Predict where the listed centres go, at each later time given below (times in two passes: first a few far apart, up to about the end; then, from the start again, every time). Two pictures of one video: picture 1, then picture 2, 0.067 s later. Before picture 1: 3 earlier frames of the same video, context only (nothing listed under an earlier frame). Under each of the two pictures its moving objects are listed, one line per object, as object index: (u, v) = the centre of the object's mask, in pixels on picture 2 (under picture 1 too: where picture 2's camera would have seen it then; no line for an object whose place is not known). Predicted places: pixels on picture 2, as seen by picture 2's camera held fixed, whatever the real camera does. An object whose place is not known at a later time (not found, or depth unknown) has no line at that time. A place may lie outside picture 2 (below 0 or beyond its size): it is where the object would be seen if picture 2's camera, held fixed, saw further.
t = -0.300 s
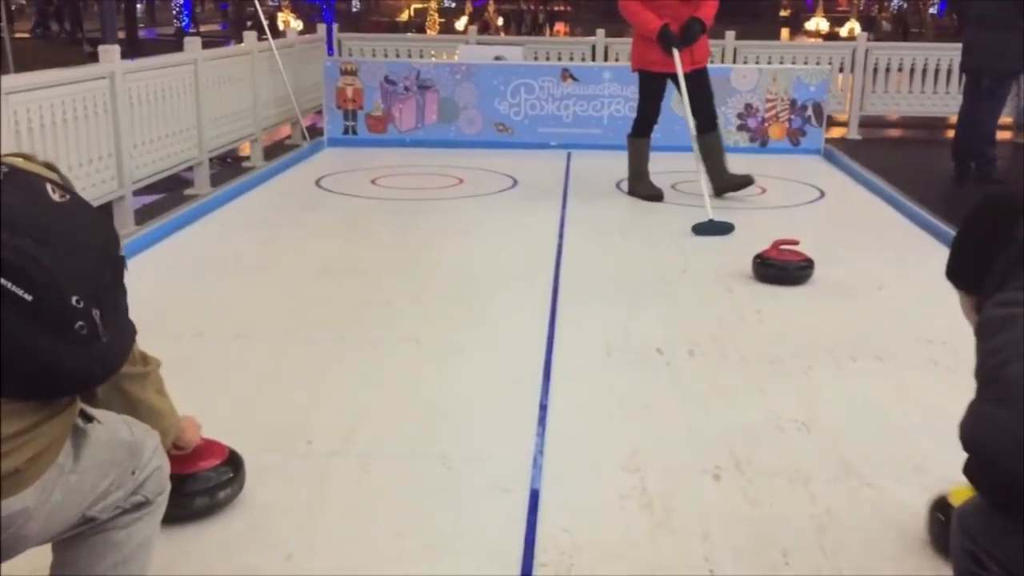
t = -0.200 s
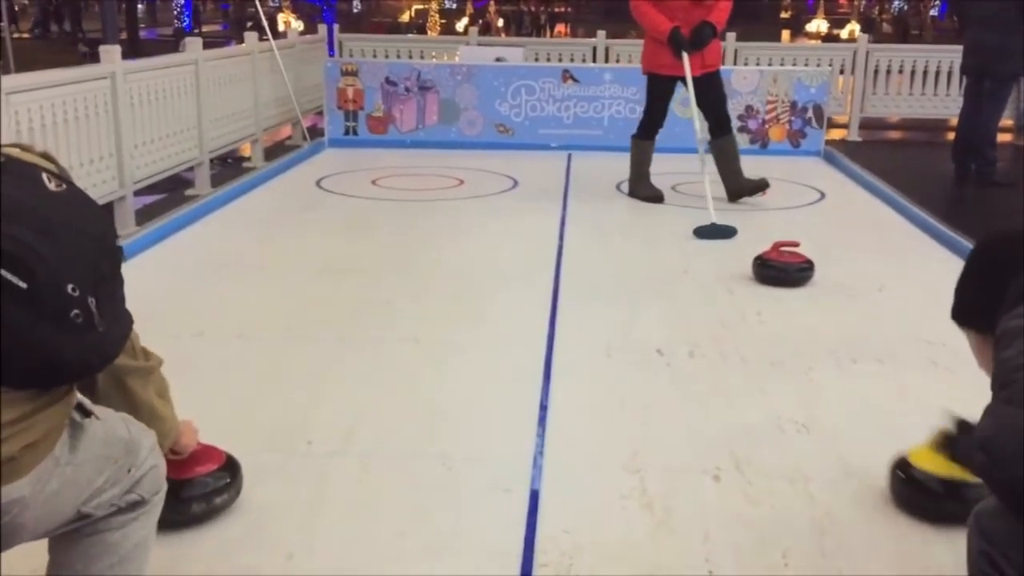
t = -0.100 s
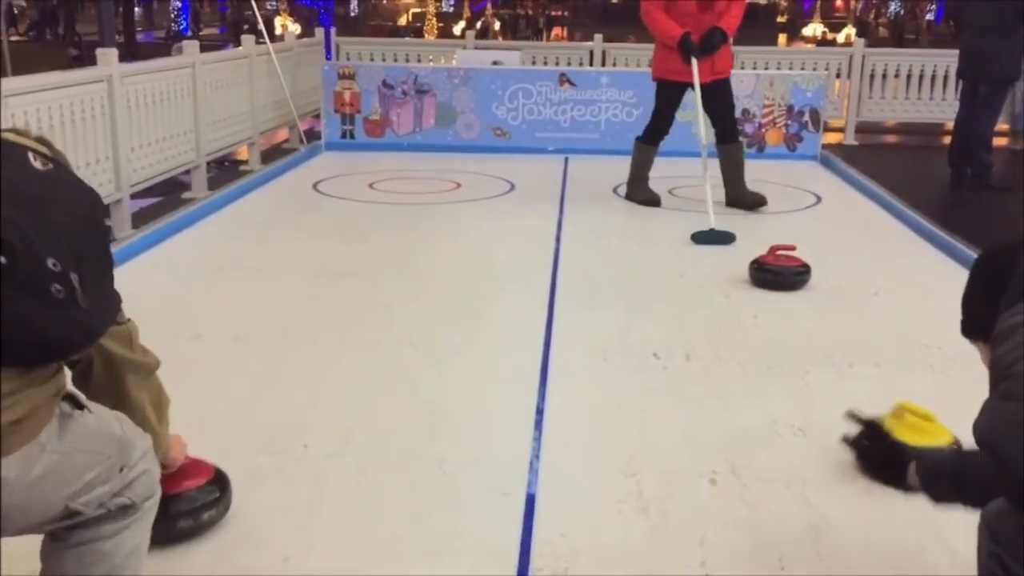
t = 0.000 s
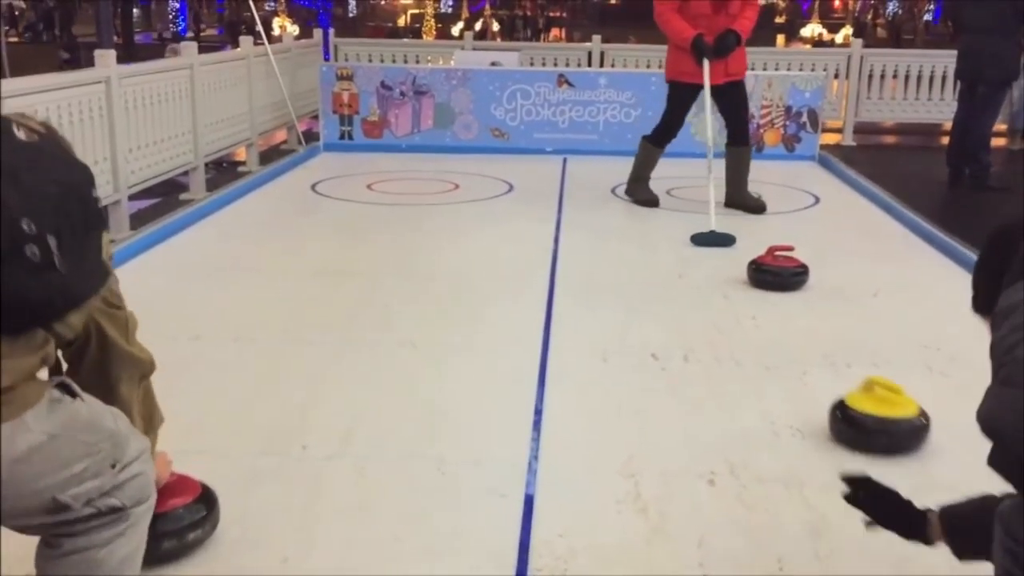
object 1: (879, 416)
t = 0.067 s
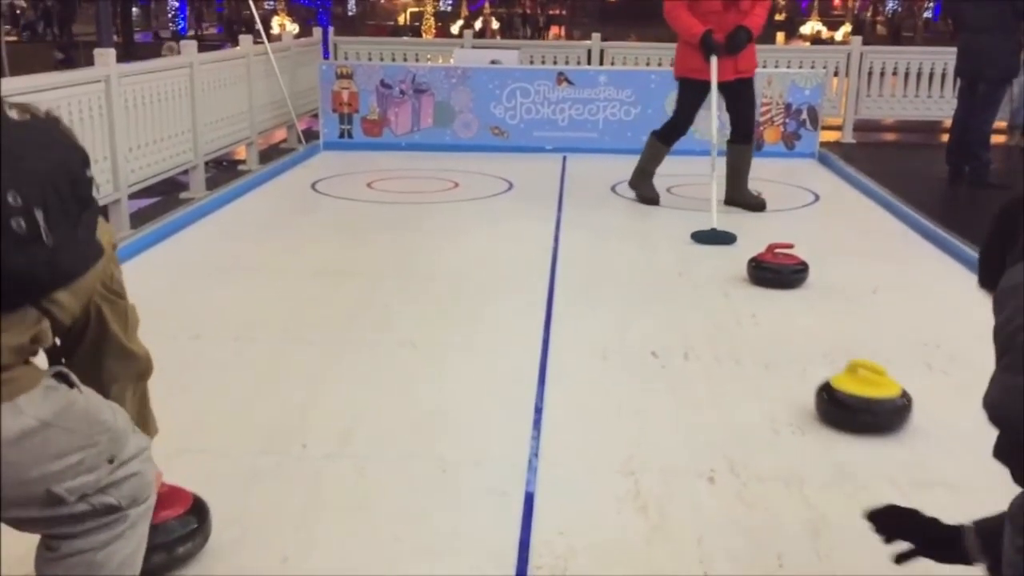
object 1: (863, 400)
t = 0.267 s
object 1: (825, 360)
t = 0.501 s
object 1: (794, 328)
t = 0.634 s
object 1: (780, 313)
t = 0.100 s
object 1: (856, 392)
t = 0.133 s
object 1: (849, 385)
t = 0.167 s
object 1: (842, 378)
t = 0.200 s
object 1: (836, 371)
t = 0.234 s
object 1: (830, 365)
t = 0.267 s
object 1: (825, 360)
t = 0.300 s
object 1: (820, 354)
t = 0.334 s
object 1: (814, 349)
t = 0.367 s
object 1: (810, 344)
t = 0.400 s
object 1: (806, 339)
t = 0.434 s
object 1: (801, 335)
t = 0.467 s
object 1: (798, 331)
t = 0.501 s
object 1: (794, 328)
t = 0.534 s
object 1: (790, 323)
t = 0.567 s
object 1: (787, 320)
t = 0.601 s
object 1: (784, 316)
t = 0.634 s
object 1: (780, 313)
